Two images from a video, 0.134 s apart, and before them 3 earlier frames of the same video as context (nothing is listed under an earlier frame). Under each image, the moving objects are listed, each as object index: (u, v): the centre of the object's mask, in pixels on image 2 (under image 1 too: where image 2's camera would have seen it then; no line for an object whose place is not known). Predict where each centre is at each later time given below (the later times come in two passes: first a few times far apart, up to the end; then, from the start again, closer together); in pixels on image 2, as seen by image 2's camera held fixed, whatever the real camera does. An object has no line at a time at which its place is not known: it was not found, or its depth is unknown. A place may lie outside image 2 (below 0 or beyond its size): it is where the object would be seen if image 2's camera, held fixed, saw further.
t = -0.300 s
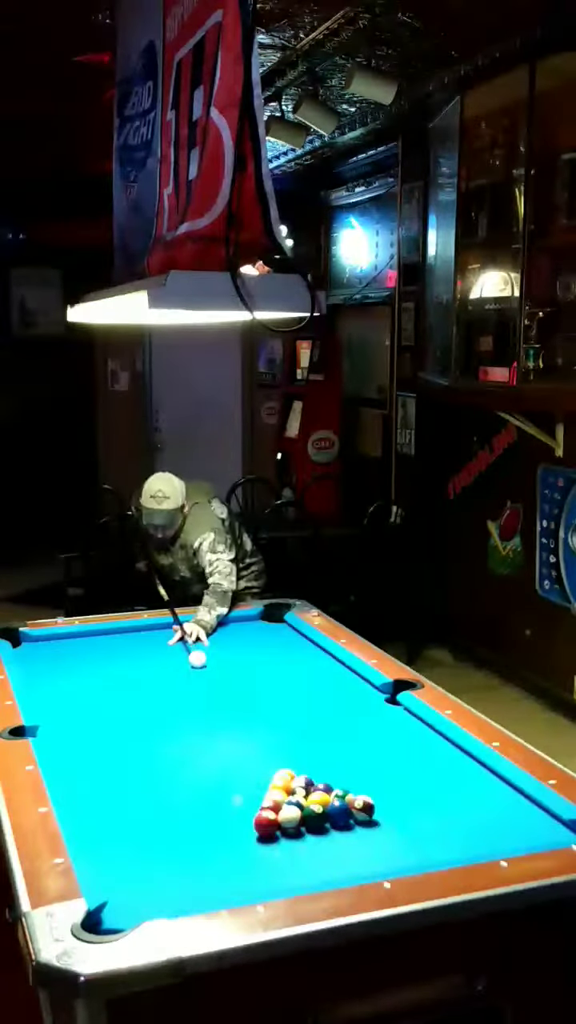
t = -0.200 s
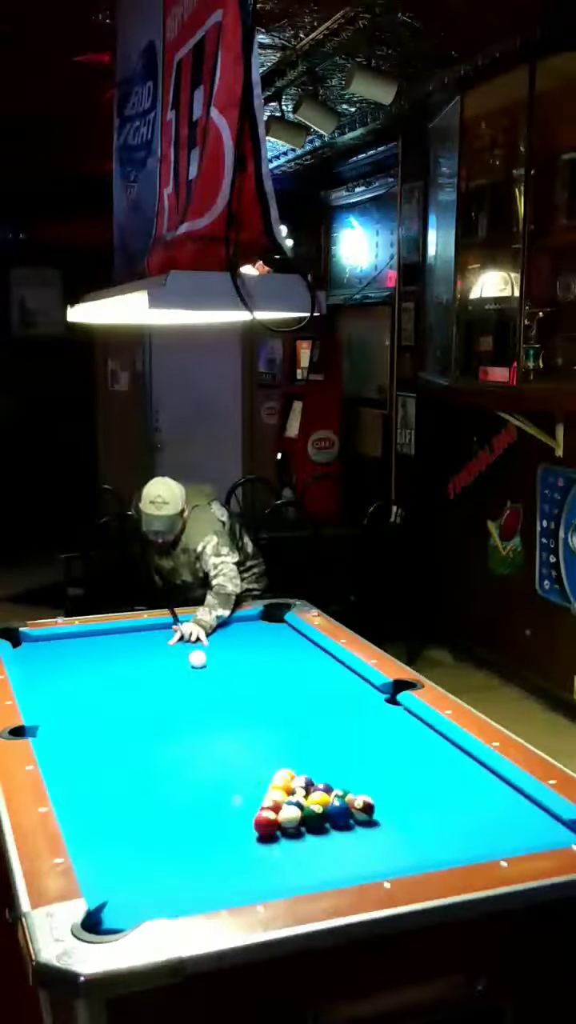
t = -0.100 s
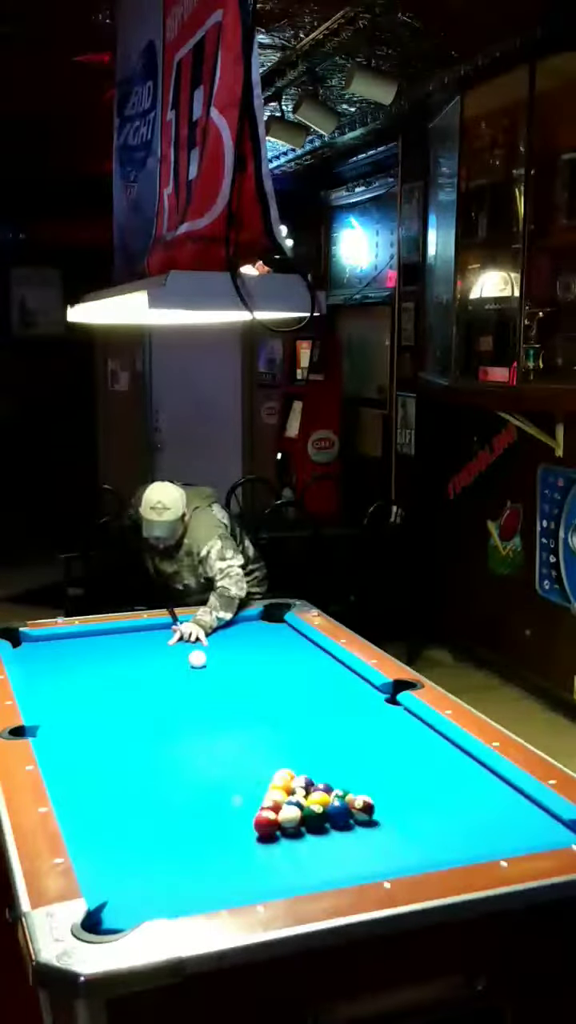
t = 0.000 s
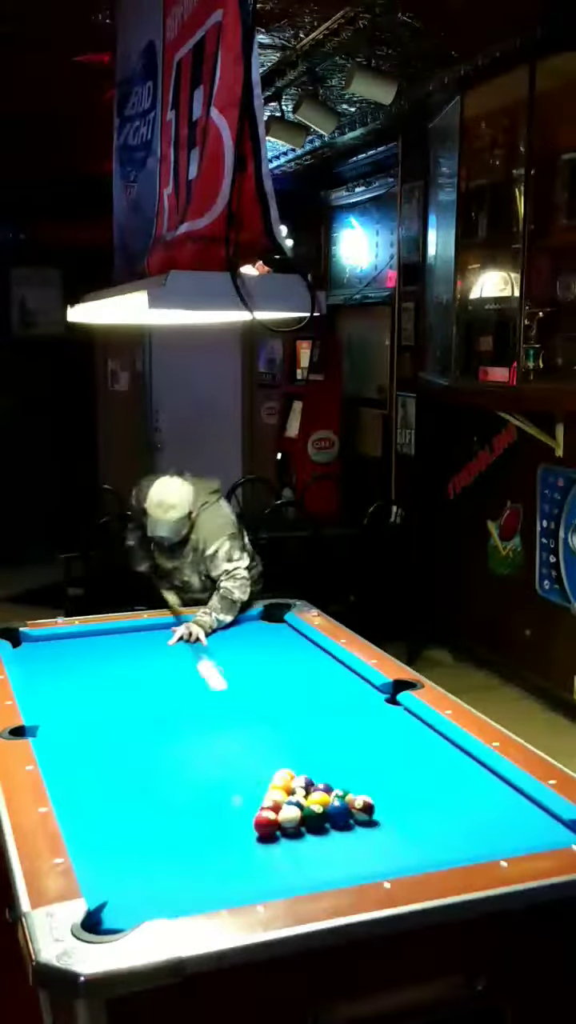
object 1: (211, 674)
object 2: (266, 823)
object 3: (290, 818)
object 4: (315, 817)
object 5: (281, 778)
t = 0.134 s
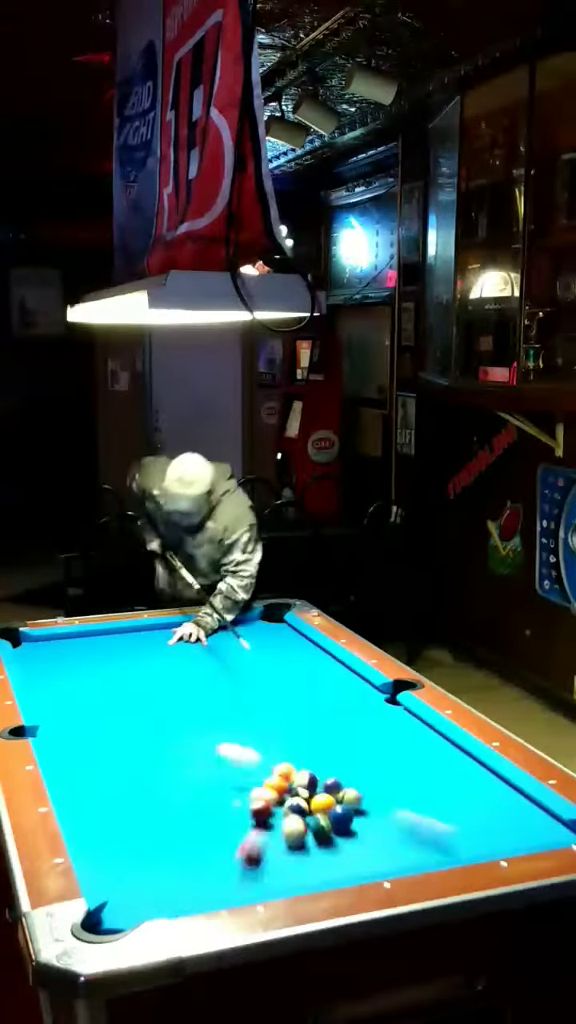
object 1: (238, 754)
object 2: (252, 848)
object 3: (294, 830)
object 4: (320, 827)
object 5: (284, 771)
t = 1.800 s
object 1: (272, 735)
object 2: (170, 677)
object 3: (83, 758)
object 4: (116, 840)
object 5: (290, 669)
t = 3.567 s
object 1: (252, 712)
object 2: (327, 710)
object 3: (125, 691)
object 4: (199, 814)
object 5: (241, 618)
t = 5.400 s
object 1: (250, 710)
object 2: (422, 728)
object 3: (140, 665)
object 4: (203, 812)
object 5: (265, 635)
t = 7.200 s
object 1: (250, 710)
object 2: (424, 734)
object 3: (142, 662)
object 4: (203, 812)
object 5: (266, 636)
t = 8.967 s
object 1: (250, 710)
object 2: (424, 735)
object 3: (142, 662)
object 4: (203, 812)
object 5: (266, 636)
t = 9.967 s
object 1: (250, 710)
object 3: (142, 662)
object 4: (203, 812)
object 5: (266, 636)
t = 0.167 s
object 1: (210, 747)
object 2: (240, 874)
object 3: (298, 841)
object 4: (329, 839)
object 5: (284, 771)
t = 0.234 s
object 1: (153, 748)
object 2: (203, 883)
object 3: (305, 860)
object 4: (342, 861)
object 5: (284, 767)
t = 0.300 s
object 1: (97, 766)
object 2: (169, 864)
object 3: (309, 874)
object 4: (345, 867)
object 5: (284, 761)
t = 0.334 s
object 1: (76, 771)
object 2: (154, 855)
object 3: (305, 872)
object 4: (338, 864)
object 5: (284, 759)
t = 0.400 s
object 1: (110, 749)
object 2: (126, 839)
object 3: (294, 867)
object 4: (321, 856)
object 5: (284, 752)
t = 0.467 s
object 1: (147, 749)
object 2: (100, 824)
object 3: (279, 857)
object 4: (304, 847)
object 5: (285, 747)
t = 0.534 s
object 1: (184, 763)
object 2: (93, 808)
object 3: (261, 851)
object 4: (291, 841)
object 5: (285, 742)
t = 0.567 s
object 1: (201, 760)
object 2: (96, 800)
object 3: (254, 848)
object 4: (284, 844)
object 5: (285, 739)
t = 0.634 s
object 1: (218, 754)
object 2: (100, 783)
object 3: (238, 841)
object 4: (272, 843)
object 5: (285, 734)
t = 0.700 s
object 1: (222, 752)
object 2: (104, 769)
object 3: (223, 835)
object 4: (259, 844)
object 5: (286, 729)
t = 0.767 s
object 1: (226, 748)
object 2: (109, 755)
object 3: (209, 830)
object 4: (246, 844)
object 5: (286, 724)
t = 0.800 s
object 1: (228, 746)
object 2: (110, 749)
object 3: (201, 827)
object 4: (240, 844)
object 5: (286, 722)
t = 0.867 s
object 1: (232, 743)
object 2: (114, 736)
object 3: (187, 821)
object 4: (227, 844)
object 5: (286, 718)
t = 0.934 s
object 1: (236, 743)
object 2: (117, 725)
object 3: (174, 815)
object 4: (215, 844)
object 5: (287, 714)
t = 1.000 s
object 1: (240, 742)
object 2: (120, 714)
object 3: (161, 810)
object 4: (203, 844)
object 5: (287, 709)
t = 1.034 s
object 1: (241, 741)
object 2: (122, 709)
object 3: (155, 807)
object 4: (197, 844)
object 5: (287, 707)
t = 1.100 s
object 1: (245, 741)
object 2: (124, 699)
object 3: (143, 803)
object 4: (185, 844)
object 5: (287, 704)
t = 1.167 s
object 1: (248, 740)
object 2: (127, 690)
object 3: (131, 798)
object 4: (173, 844)
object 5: (288, 700)
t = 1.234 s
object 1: (252, 739)
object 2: (129, 681)
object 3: (118, 794)
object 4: (161, 844)
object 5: (288, 696)
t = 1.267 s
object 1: (253, 739)
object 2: (130, 677)
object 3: (113, 792)
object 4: (156, 844)
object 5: (288, 695)
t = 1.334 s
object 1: (256, 738)
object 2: (133, 669)
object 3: (104, 783)
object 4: (144, 844)
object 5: (288, 691)
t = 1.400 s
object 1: (258, 738)
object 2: (135, 661)
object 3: (90, 781)
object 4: (133, 844)
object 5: (288, 688)
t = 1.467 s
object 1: (261, 737)
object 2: (140, 662)
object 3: (80, 778)
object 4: (122, 844)
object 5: (288, 684)
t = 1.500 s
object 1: (262, 737)
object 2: (143, 664)
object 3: (75, 776)
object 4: (117, 844)
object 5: (289, 683)
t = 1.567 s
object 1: (265, 736)
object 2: (150, 668)
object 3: (74, 772)
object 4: (107, 845)
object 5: (289, 680)
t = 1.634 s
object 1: (267, 736)
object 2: (156, 672)
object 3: (76, 768)
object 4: (102, 844)
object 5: (289, 677)
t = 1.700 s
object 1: (269, 736)
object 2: (162, 674)
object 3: (79, 764)
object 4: (108, 842)
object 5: (289, 674)
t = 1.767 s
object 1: (272, 735)
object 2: (167, 676)
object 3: (81, 760)
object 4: (113, 840)
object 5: (290, 670)
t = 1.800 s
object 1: (272, 735)
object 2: (170, 677)
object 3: (83, 758)
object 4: (116, 840)
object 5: (290, 669)
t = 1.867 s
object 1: (275, 734)
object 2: (175, 679)
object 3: (86, 754)
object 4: (121, 839)
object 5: (290, 666)
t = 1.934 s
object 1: (276, 734)
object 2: (181, 681)
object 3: (87, 751)
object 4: (127, 837)
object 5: (290, 664)
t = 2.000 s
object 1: (278, 734)
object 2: (186, 684)
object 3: (90, 747)
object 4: (132, 836)
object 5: (290, 661)
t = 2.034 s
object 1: (279, 733)
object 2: (189, 684)
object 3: (91, 745)
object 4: (134, 835)
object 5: (288, 660)
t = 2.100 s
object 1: (277, 732)
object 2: (196, 683)
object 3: (93, 742)
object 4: (139, 833)
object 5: (285, 657)
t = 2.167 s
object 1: (276, 730)
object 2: (201, 688)
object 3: (95, 739)
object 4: (143, 831)
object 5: (283, 655)
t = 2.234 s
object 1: (274, 729)
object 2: (208, 689)
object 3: (97, 736)
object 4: (147, 831)
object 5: (280, 653)
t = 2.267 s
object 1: (273, 728)
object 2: (212, 690)
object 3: (98, 734)
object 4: (150, 831)
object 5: (278, 652)
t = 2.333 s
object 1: (271, 727)
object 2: (218, 691)
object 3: (100, 731)
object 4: (153, 829)
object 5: (276, 649)
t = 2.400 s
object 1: (270, 726)
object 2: (224, 692)
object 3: (102, 728)
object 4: (158, 828)
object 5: (273, 647)
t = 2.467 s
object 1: (268, 725)
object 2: (231, 693)
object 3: (103, 725)
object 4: (161, 827)
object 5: (271, 645)
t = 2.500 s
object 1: (267, 724)
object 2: (234, 694)
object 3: (104, 724)
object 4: (163, 826)
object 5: (270, 644)
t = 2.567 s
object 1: (266, 723)
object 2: (240, 695)
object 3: (106, 721)
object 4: (166, 825)
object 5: (268, 642)
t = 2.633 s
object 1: (265, 722)
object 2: (247, 696)
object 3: (107, 719)
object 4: (170, 824)
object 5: (265, 640)
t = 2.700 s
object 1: (264, 721)
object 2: (253, 697)
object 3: (109, 716)
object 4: (173, 823)
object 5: (263, 638)
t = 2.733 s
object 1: (263, 721)
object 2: (256, 698)
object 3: (110, 715)
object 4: (174, 822)
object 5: (262, 637)
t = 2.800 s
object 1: (262, 720)
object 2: (262, 699)
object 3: (111, 713)
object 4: (177, 821)
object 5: (260, 636)
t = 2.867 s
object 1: (261, 719)
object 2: (268, 699)
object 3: (113, 710)
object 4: (180, 820)
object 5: (258, 634)
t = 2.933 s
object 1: (259, 718)
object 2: (274, 701)
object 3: (114, 708)
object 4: (182, 819)
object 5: (256, 632)
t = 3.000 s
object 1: (258, 717)
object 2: (280, 702)
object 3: (115, 706)
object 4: (185, 818)
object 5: (254, 631)
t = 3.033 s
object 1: (258, 716)
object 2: (283, 702)
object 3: (116, 705)
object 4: (186, 818)
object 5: (253, 630)
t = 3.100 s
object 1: (257, 716)
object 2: (289, 704)
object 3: (117, 703)
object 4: (188, 817)
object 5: (251, 628)
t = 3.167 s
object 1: (256, 715)
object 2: (294, 704)
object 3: (118, 701)
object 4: (190, 817)
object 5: (249, 627)
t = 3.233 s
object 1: (255, 714)
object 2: (300, 706)
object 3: (120, 699)
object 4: (192, 816)
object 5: (248, 625)
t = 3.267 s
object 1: (255, 714)
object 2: (303, 706)
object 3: (120, 698)
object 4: (192, 816)
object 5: (247, 624)
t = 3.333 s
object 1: (254, 714)
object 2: (308, 707)
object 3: (122, 697)
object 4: (194, 815)
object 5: (246, 623)
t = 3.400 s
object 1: (254, 713)
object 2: (313, 708)
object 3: (123, 694)
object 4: (196, 815)
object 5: (244, 622)
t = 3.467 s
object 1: (253, 713)
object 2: (319, 709)
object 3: (124, 693)
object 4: (197, 814)
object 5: (242, 620)
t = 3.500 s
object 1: (253, 713)
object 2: (322, 709)
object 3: (124, 692)
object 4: (198, 814)
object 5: (242, 620)
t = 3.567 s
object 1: (252, 712)
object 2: (327, 710)
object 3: (125, 691)
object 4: (199, 814)
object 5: (241, 618)
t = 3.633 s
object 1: (252, 712)
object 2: (332, 711)
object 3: (126, 689)
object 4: (200, 814)
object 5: (242, 619)
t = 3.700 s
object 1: (252, 712)
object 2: (337, 712)
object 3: (127, 688)
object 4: (201, 813)
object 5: (243, 620)
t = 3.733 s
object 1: (251, 712)
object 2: (339, 712)
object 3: (128, 687)
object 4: (201, 813)
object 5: (243, 620)
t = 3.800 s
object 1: (251, 711)
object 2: (344, 713)
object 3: (128, 686)
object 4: (202, 813)
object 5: (244, 621)
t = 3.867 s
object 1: (251, 711)
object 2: (349, 714)
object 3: (129, 684)
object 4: (203, 813)
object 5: (246, 622)
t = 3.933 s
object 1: (250, 710)
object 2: (354, 715)
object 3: (130, 683)
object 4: (203, 813)
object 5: (247, 623)
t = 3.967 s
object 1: (250, 710)
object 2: (356, 715)
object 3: (130, 682)
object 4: (203, 812)
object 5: (247, 623)
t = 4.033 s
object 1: (250, 710)
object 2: (360, 716)
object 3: (131, 681)
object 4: (203, 812)
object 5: (248, 624)
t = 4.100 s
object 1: (250, 710)
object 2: (365, 716)
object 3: (132, 680)
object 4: (203, 812)
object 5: (249, 624)
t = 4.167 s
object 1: (250, 710)
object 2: (369, 717)
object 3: (133, 679)
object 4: (203, 812)
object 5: (250, 626)
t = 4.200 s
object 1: (250, 710)
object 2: (371, 718)
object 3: (133, 678)
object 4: (203, 812)
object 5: (251, 626)
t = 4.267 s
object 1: (250, 710)
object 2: (375, 718)
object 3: (134, 677)
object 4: (203, 812)
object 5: (252, 627)
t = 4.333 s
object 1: (250, 710)
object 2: (379, 719)
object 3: (134, 676)
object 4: (203, 812)
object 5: (253, 627)
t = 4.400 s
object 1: (250, 710)
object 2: (383, 720)
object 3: (135, 675)
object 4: (203, 812)
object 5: (254, 628)
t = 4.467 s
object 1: (250, 710)
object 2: (387, 720)
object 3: (135, 674)
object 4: (203, 812)
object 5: (255, 629)
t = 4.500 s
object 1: (250, 710)
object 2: (388, 721)
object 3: (136, 674)
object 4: (203, 812)
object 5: (256, 629)
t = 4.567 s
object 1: (250, 710)
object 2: (392, 721)
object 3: (136, 673)
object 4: (203, 812)
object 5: (256, 629)
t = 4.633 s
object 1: (250, 710)
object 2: (395, 722)
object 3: (137, 672)
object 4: (203, 812)
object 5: (257, 630)
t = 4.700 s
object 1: (250, 710)
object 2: (399, 722)
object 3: (137, 671)
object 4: (203, 812)
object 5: (258, 630)
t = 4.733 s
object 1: (250, 710)
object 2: (401, 723)
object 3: (137, 671)
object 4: (203, 812)
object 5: (259, 631)
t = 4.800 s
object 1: (250, 710)
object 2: (404, 723)
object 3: (137, 670)
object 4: (203, 812)
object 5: (260, 631)
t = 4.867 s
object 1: (250, 710)
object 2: (407, 724)
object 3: (138, 669)
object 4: (203, 812)
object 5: (261, 632)
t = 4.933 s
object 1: (250, 710)
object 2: (410, 724)
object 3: (138, 669)
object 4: (203, 812)
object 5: (261, 632)
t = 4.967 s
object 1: (250, 710)
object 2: (411, 724)
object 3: (138, 668)
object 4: (203, 812)
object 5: (262, 633)
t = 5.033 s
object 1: (250, 710)
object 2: (414, 725)
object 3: (138, 668)
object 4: (203, 812)
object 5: (262, 633)
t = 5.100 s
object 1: (250, 710)
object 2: (417, 725)
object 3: (139, 667)
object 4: (203, 812)
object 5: (263, 633)
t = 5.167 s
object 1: (250, 710)
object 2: (419, 726)
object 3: (139, 667)
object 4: (203, 812)
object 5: (263, 633)
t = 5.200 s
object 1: (250, 710)
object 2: (420, 726)
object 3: (139, 666)
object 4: (203, 812)
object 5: (263, 634)
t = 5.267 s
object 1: (250, 710)
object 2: (421, 726)
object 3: (139, 666)
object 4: (203, 812)
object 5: (264, 634)
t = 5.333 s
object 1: (250, 710)
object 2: (422, 727)
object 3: (140, 665)
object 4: (203, 812)
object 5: (264, 634)
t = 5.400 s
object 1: (250, 710)
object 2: (422, 728)
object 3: (140, 665)
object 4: (203, 812)
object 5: (265, 635)
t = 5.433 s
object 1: (250, 710)
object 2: (422, 729)
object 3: (140, 665)
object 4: (203, 812)
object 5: (265, 635)
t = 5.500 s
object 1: (250, 710)
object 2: (422, 729)
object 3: (140, 665)
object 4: (203, 812)
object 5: (265, 635)
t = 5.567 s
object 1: (250, 710)
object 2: (422, 730)
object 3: (140, 664)
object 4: (203, 812)
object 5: (265, 636)
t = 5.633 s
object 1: (250, 710)
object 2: (422, 730)
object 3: (141, 664)
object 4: (203, 812)
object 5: (266, 636)
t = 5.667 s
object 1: (250, 710)
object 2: (423, 731)
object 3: (141, 664)
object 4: (203, 812)
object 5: (265, 636)
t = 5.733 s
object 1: (250, 710)
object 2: (422, 731)
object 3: (141, 663)
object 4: (203, 812)
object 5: (266, 636)
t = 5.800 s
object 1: (250, 710)
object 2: (423, 732)
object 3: (141, 663)
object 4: (203, 812)
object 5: (266, 636)
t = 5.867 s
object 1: (250, 710)
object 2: (423, 732)
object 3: (141, 663)
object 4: (203, 812)
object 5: (266, 636)
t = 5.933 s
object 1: (250, 710)
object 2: (423, 733)
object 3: (141, 663)
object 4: (203, 812)
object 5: (266, 636)
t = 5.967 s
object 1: (250, 710)
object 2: (423, 733)
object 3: (141, 663)
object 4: (203, 812)
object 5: (266, 636)
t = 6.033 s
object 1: (250, 710)
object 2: (423, 733)
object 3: (141, 663)
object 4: (203, 812)
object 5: (266, 636)
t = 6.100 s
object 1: (250, 710)
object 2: (423, 734)
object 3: (141, 663)
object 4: (203, 812)
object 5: (266, 636)
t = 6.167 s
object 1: (250, 710)
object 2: (423, 734)
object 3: (141, 662)
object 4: (203, 812)
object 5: (266, 636)
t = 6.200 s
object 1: (250, 710)
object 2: (424, 734)
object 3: (142, 662)
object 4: (203, 812)
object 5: (266, 636)
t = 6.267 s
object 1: (250, 710)
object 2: (424, 734)
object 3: (142, 662)
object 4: (203, 812)
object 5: (266, 636)
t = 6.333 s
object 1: (250, 710)
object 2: (424, 734)
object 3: (142, 662)
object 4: (203, 812)
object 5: (266, 636)
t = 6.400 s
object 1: (250, 710)
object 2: (424, 734)
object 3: (142, 662)
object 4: (203, 812)
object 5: (266, 636)
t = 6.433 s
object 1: (250, 710)
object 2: (424, 734)
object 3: (142, 662)
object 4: (203, 812)
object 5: (266, 636)
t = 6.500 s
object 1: (250, 710)
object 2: (424, 734)
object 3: (142, 662)
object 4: (203, 812)
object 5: (266, 636)
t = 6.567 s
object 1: (250, 710)
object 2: (424, 734)
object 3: (142, 662)
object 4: (203, 812)
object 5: (266, 636)
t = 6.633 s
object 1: (250, 710)
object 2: (424, 734)
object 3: (142, 662)
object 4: (203, 812)
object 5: (266, 636)
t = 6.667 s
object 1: (250, 710)
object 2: (424, 734)
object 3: (142, 662)
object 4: (203, 812)
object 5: (266, 636)
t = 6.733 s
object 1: (250, 710)
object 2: (424, 734)
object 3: (142, 662)
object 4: (203, 812)
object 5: (266, 636)
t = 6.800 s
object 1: (250, 710)
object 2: (424, 734)
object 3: (142, 662)
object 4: (203, 812)
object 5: (266, 636)
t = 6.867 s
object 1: (250, 710)
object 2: (424, 734)
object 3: (142, 662)
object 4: (203, 812)
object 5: (266, 636)
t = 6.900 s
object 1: (250, 710)
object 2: (424, 734)
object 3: (142, 662)
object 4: (203, 812)
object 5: (266, 636)
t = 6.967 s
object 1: (250, 710)
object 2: (424, 734)
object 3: (142, 662)
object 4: (203, 812)
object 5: (266, 636)
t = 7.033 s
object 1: (250, 710)
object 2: (424, 734)
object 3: (142, 662)
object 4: (203, 812)
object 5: (266, 636)
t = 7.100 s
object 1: (250, 710)
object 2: (424, 734)
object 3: (142, 662)
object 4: (203, 812)
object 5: (266, 636)
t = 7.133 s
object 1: (250, 710)
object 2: (424, 734)
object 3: (142, 662)
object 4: (203, 812)
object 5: (266, 636)
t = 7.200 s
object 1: (250, 710)
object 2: (424, 734)
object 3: (142, 662)
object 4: (203, 812)
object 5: (266, 636)
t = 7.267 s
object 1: (250, 710)
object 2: (424, 734)
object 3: (142, 662)
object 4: (203, 812)
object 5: (266, 636)
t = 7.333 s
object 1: (250, 710)
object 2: (424, 734)
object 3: (142, 662)
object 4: (203, 812)
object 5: (266, 636)
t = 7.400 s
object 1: (250, 710)
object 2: (424, 734)
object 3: (142, 662)
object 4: (203, 812)
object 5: (266, 636)
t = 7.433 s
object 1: (250, 710)
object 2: (424, 734)
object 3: (142, 662)
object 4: (203, 812)
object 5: (266, 636)
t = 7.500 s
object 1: (250, 710)
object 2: (424, 734)
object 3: (142, 662)
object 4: (203, 812)
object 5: (266, 636)
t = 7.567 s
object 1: (250, 710)
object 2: (424, 734)
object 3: (142, 662)
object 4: (203, 812)
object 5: (266, 636)
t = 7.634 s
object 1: (250, 710)
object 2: (424, 734)
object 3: (142, 662)
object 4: (203, 812)
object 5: (266, 636)
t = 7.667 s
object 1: (250, 710)
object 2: (424, 735)
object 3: (142, 662)
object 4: (203, 812)
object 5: (266, 636)
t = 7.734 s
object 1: (250, 710)
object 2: (424, 735)
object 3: (142, 662)
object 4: (203, 812)
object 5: (266, 636)
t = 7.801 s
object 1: (250, 710)
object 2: (424, 735)
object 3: (142, 662)
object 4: (203, 812)
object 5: (266, 636)
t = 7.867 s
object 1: (250, 710)
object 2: (424, 735)
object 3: (142, 662)
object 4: (203, 812)
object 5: (266, 636)
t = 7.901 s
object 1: (250, 710)
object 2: (424, 735)
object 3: (142, 662)
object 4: (203, 812)
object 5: (266, 636)
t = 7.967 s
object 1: (250, 710)
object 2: (424, 735)
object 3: (142, 662)
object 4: (203, 812)
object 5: (266, 636)
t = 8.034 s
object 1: (250, 710)
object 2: (424, 735)
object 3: (142, 662)
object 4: (203, 812)
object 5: (266, 636)
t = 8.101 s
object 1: (250, 710)
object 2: (424, 735)
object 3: (142, 662)
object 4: (203, 812)
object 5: (266, 636)
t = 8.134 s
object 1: (250, 710)
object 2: (424, 735)
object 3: (142, 662)
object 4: (203, 812)
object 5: (266, 636)
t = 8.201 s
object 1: (250, 710)
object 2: (424, 735)
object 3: (142, 662)
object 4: (203, 812)
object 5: (266, 636)
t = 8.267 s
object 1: (250, 710)
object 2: (424, 735)
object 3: (142, 662)
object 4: (203, 812)
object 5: (266, 636)
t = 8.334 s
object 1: (250, 710)
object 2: (424, 735)
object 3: (142, 662)
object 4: (203, 812)
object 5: (266, 636)
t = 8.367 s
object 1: (250, 710)
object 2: (424, 735)
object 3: (142, 662)
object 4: (203, 812)
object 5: (266, 636)
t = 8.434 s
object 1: (250, 710)
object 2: (424, 735)
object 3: (142, 662)
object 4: (203, 812)
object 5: (266, 636)
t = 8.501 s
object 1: (250, 710)
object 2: (424, 735)
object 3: (142, 662)
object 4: (203, 812)
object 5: (266, 636)
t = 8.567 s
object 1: (250, 710)
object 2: (424, 735)
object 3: (142, 662)
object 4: (203, 812)
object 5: (266, 636)
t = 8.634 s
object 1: (250, 710)
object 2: (424, 735)
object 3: (142, 662)
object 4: (203, 812)
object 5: (266, 636)
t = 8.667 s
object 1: (250, 710)
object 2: (424, 735)
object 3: (142, 662)
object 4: (203, 812)
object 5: (266, 636)
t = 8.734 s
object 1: (250, 710)
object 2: (424, 735)
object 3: (142, 662)
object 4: (203, 812)
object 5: (266, 636)
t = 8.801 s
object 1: (250, 710)
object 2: (424, 735)
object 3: (142, 662)
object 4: (203, 812)
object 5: (266, 636)
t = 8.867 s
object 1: (250, 710)
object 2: (424, 735)
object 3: (142, 662)
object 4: (203, 812)
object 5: (266, 636)
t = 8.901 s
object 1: (250, 710)
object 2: (424, 735)
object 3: (142, 662)
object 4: (203, 812)
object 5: (266, 636)
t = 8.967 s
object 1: (250, 710)
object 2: (424, 735)
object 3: (142, 662)
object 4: (203, 812)
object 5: (266, 636)
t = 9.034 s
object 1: (250, 710)
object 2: (424, 735)
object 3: (142, 662)
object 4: (203, 812)
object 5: (266, 636)
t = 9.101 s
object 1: (250, 710)
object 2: (424, 735)
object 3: (142, 662)
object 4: (203, 812)
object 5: (266, 636)
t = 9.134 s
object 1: (250, 710)
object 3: (142, 662)
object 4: (203, 812)
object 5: (266, 636)
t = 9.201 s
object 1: (250, 710)
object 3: (142, 663)
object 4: (203, 812)
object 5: (266, 636)
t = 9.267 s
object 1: (250, 710)
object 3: (142, 662)
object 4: (203, 812)
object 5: (266, 636)
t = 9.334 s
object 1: (250, 710)
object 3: (142, 662)
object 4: (203, 812)
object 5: (266, 636)
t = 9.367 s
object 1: (250, 710)
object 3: (142, 662)
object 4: (203, 812)
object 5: (266, 636)
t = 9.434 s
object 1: (250, 710)
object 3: (142, 663)
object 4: (203, 812)
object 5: (266, 636)
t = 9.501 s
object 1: (250, 710)
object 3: (142, 663)
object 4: (203, 812)
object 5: (266, 636)
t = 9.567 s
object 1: (250, 710)
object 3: (142, 662)
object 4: (203, 812)
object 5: (266, 636)
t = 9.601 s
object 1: (250, 710)
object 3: (142, 662)
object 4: (203, 812)
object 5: (266, 636)
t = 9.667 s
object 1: (250, 710)
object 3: (142, 662)
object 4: (203, 812)
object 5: (266, 636)
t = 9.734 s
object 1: (250, 710)
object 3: (142, 662)
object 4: (203, 812)
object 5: (266, 636)
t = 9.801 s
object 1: (250, 710)
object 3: (142, 662)
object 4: (203, 812)
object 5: (266, 636)
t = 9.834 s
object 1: (250, 710)
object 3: (142, 662)
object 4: (203, 812)
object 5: (266, 636)
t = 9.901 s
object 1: (250, 710)
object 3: (142, 662)
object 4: (203, 812)
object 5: (266, 636)
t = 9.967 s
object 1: (250, 710)
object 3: (142, 662)
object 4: (203, 812)
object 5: (266, 636)
